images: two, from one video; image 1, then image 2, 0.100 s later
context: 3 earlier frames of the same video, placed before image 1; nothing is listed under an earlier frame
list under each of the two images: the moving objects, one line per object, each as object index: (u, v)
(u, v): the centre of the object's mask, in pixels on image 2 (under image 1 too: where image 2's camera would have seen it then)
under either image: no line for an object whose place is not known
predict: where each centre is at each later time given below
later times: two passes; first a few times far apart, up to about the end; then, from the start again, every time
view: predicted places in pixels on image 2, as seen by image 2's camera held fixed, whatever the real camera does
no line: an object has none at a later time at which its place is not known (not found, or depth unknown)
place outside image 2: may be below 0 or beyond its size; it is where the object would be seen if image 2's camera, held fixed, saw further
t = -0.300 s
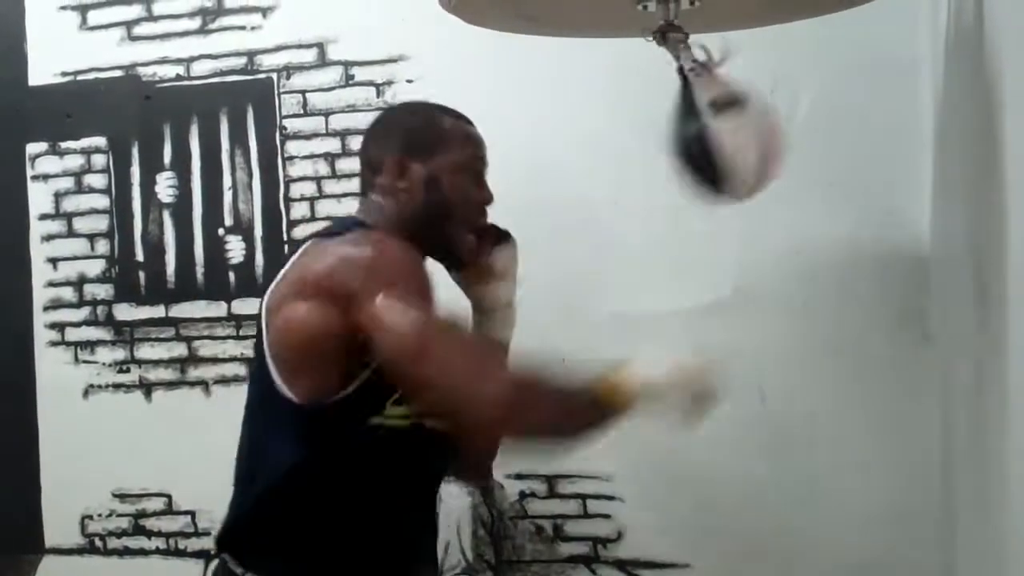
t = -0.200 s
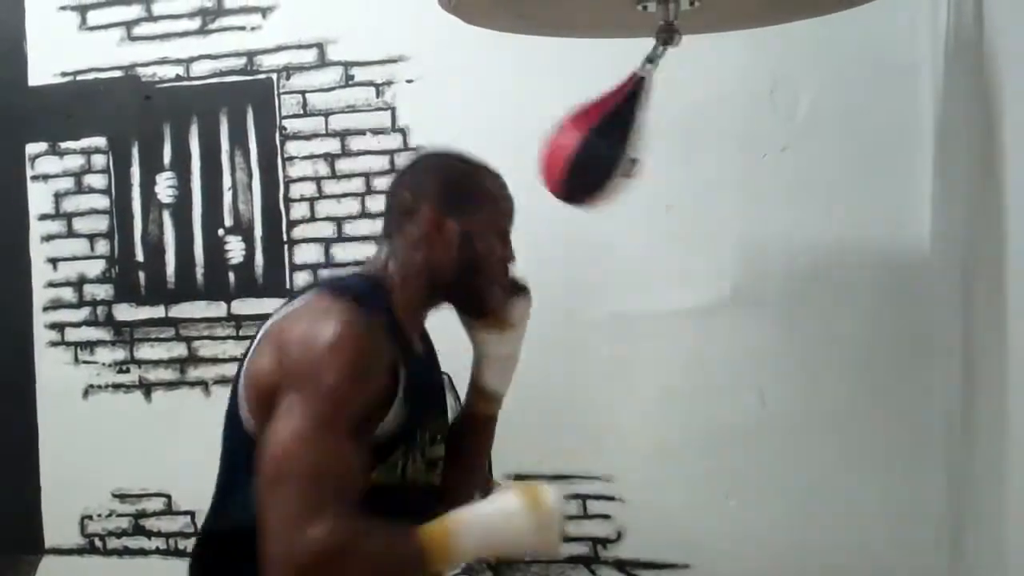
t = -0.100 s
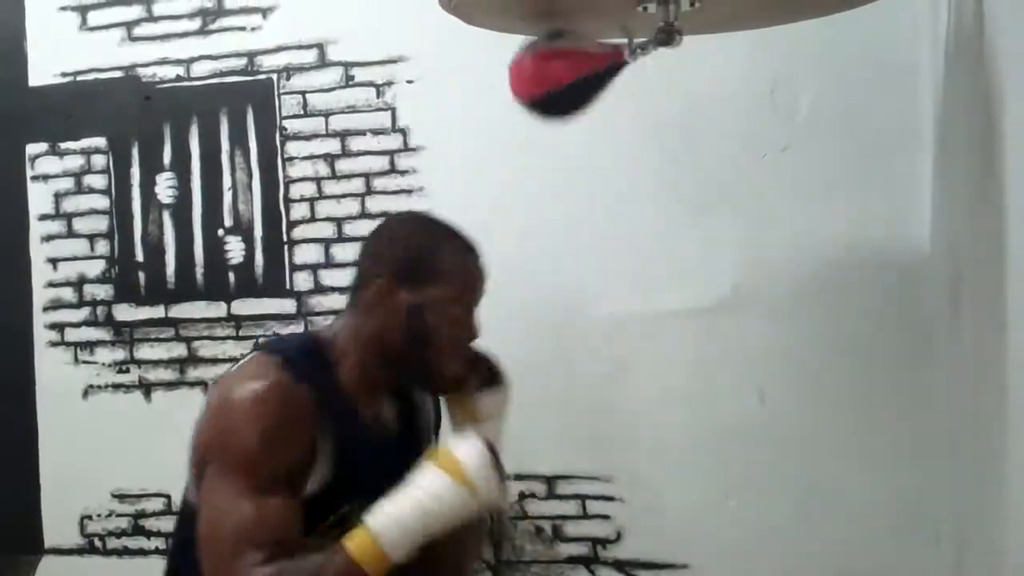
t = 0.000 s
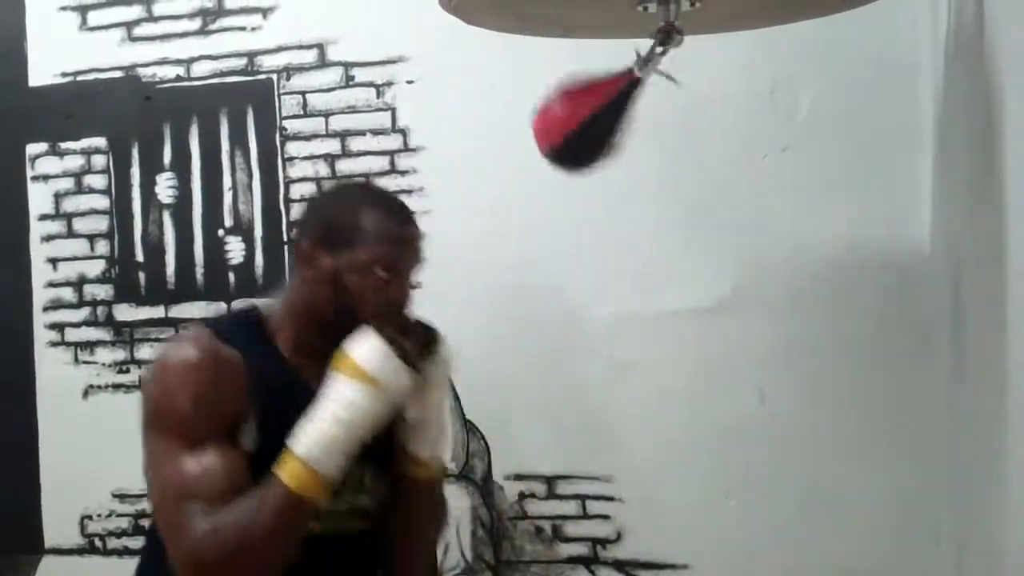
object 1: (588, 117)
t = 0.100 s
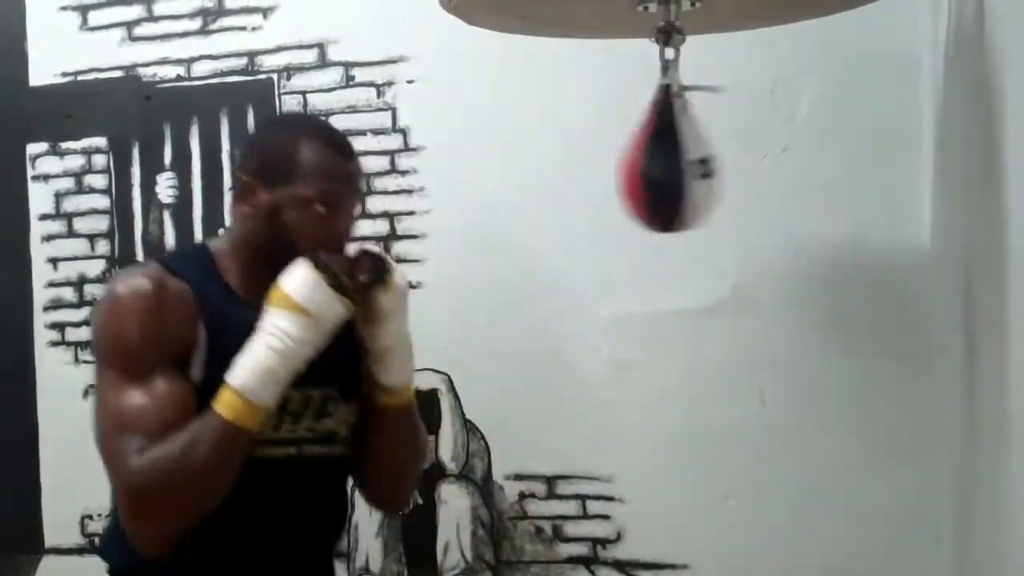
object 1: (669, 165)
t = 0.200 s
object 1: (760, 114)
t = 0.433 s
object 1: (756, 104)
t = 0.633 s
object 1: (617, 130)
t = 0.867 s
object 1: (607, 85)
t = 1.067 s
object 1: (680, 158)
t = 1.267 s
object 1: (738, 61)
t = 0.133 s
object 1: (705, 157)
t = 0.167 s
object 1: (736, 139)
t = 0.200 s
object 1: (760, 114)
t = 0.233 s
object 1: (775, 85)
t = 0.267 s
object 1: (782, 59)
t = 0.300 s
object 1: (782, 39)
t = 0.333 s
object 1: (780, 37)
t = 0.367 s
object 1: (778, 49)
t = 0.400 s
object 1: (771, 76)
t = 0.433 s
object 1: (756, 104)
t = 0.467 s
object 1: (734, 132)
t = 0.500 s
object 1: (706, 151)
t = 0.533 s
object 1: (677, 159)
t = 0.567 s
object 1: (651, 157)
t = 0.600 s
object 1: (631, 146)
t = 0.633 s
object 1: (617, 130)
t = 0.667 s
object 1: (608, 113)
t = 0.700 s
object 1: (603, 97)
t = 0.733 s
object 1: (601, 85)
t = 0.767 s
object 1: (601, 77)
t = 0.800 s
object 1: (601, 73)
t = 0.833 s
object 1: (603, 76)
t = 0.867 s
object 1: (607, 85)
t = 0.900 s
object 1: (612, 98)
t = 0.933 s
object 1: (619, 115)
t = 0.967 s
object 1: (630, 132)
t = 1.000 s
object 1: (645, 147)
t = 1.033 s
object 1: (662, 156)
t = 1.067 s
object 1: (680, 158)
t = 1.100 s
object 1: (698, 152)
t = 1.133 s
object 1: (714, 137)
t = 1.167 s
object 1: (726, 120)
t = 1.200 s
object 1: (734, 98)
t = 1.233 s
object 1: (738, 79)
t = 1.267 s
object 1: (738, 61)
